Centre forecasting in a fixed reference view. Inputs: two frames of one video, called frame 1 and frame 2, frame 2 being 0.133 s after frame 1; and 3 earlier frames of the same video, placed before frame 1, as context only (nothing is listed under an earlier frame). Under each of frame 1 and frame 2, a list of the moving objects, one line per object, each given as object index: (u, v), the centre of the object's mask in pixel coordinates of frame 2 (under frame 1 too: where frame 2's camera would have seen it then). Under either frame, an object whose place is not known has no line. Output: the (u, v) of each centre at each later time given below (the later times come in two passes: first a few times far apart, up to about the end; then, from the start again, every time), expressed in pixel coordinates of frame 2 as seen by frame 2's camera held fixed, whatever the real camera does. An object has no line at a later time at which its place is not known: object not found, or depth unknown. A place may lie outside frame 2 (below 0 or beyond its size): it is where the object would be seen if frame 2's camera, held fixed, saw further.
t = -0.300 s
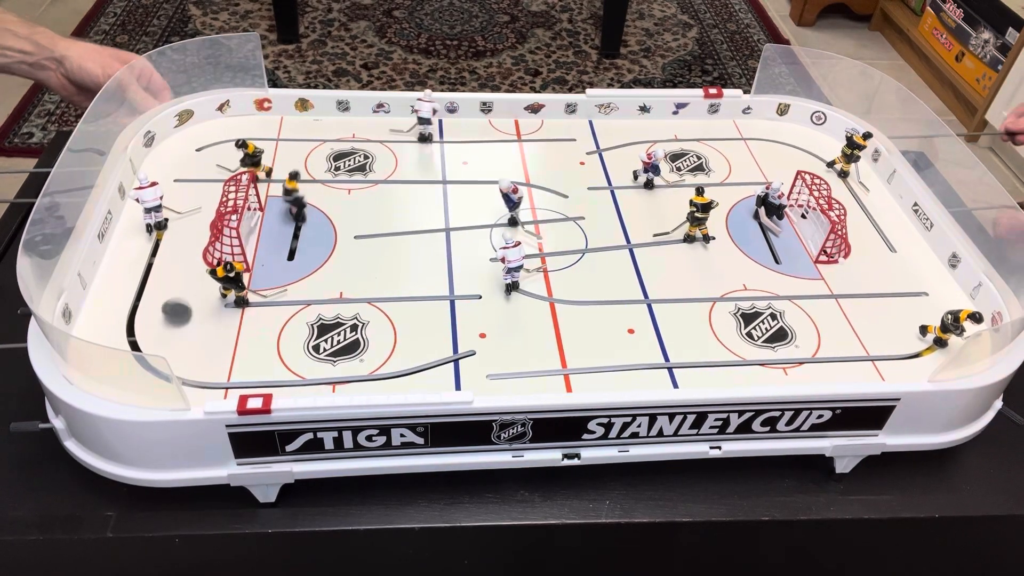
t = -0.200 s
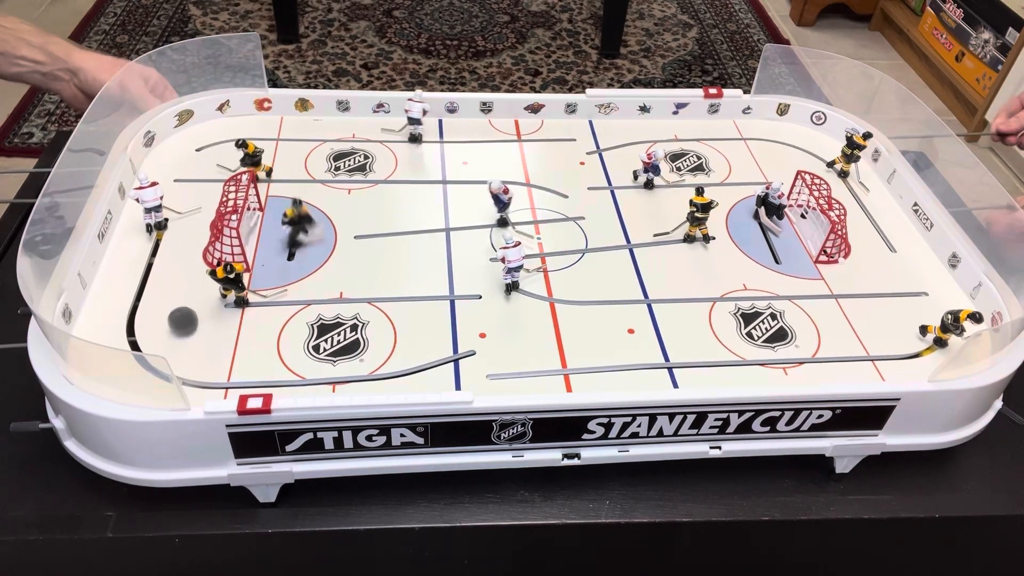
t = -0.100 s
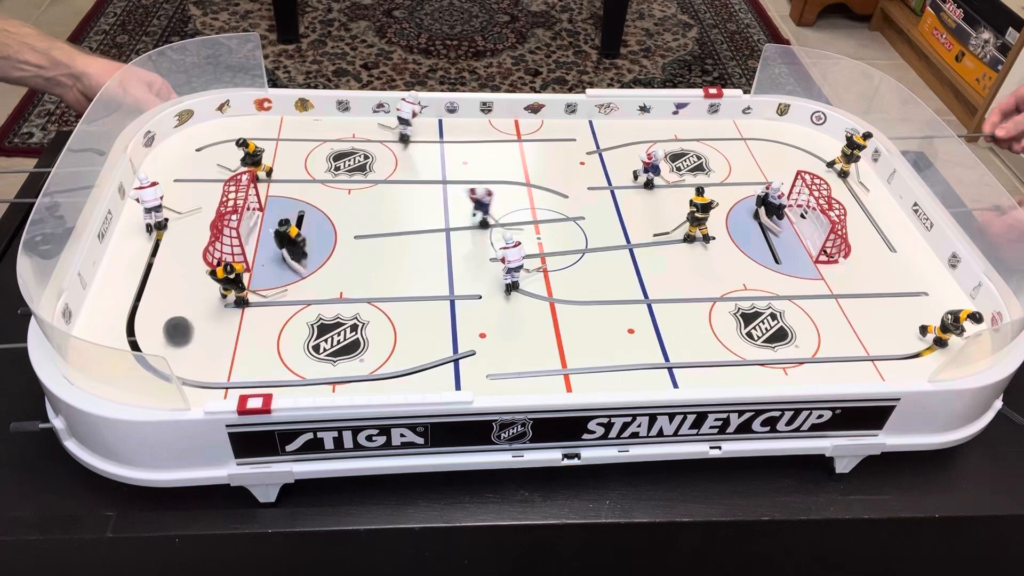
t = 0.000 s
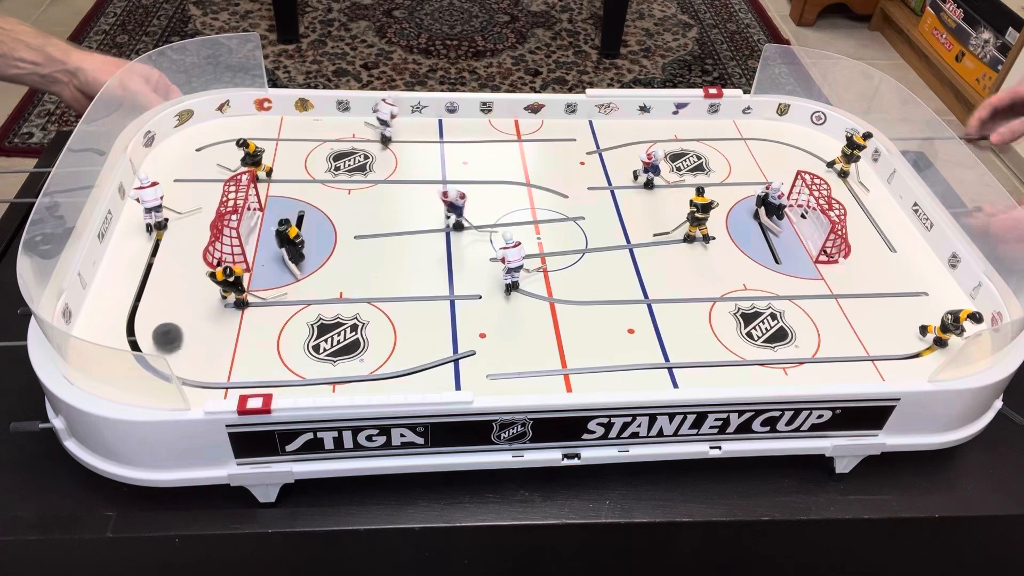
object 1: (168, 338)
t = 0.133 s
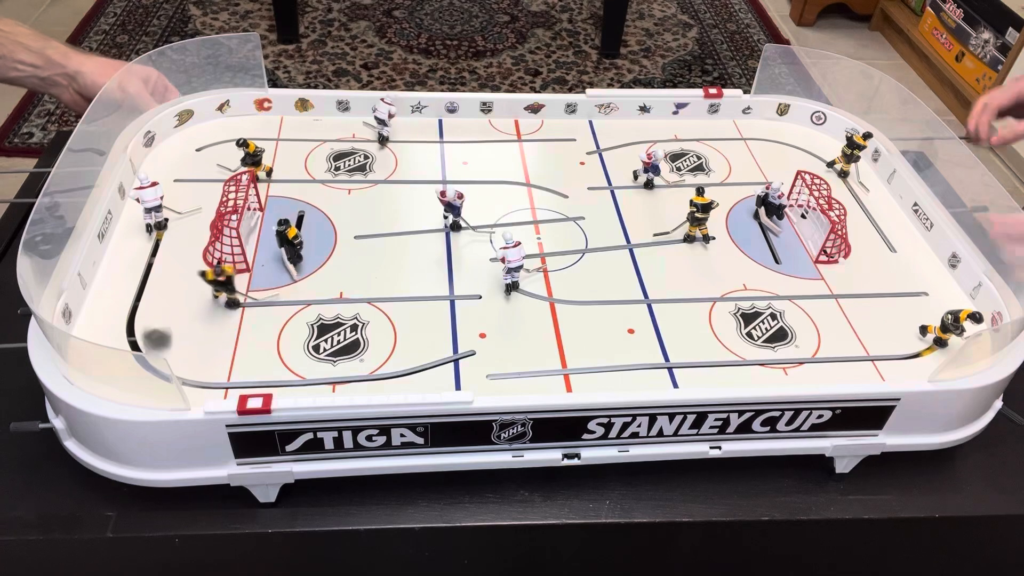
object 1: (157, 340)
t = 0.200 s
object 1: (154, 336)
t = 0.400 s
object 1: (162, 328)
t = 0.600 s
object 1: (174, 333)
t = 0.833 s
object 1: (171, 347)
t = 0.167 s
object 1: (156, 337)
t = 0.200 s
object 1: (154, 336)
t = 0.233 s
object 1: (155, 335)
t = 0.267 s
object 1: (155, 333)
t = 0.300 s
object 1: (157, 333)
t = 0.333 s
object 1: (158, 330)
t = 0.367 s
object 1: (160, 331)
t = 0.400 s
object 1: (162, 328)
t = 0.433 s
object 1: (165, 330)
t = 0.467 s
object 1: (168, 329)
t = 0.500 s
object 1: (170, 331)
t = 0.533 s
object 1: (172, 330)
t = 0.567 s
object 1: (173, 333)
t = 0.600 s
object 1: (174, 333)
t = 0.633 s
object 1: (175, 336)
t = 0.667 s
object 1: (175, 337)
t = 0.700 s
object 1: (175, 340)
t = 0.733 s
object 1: (175, 342)
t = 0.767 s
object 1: (174, 344)
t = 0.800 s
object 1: (173, 346)
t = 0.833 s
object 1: (171, 347)
